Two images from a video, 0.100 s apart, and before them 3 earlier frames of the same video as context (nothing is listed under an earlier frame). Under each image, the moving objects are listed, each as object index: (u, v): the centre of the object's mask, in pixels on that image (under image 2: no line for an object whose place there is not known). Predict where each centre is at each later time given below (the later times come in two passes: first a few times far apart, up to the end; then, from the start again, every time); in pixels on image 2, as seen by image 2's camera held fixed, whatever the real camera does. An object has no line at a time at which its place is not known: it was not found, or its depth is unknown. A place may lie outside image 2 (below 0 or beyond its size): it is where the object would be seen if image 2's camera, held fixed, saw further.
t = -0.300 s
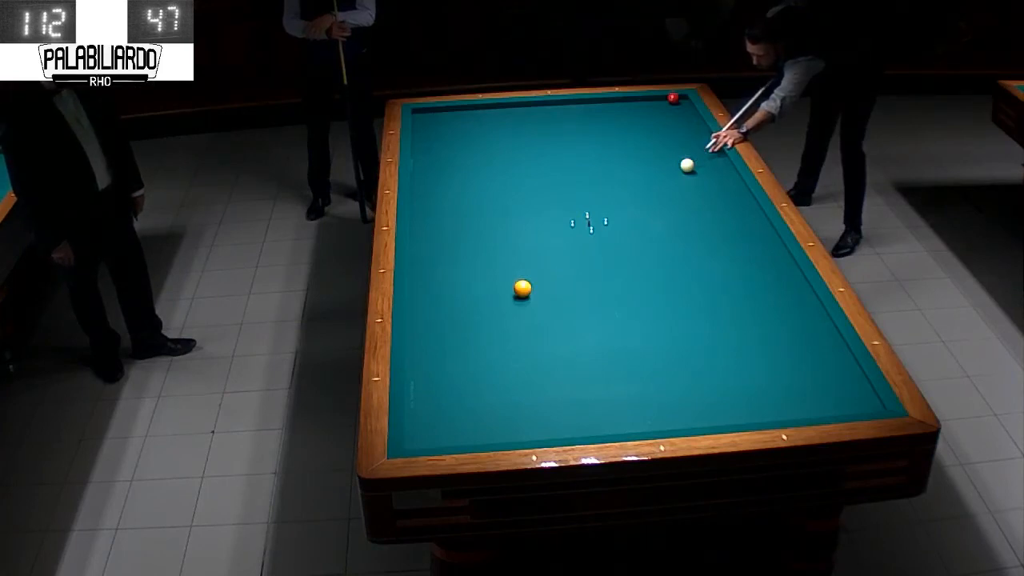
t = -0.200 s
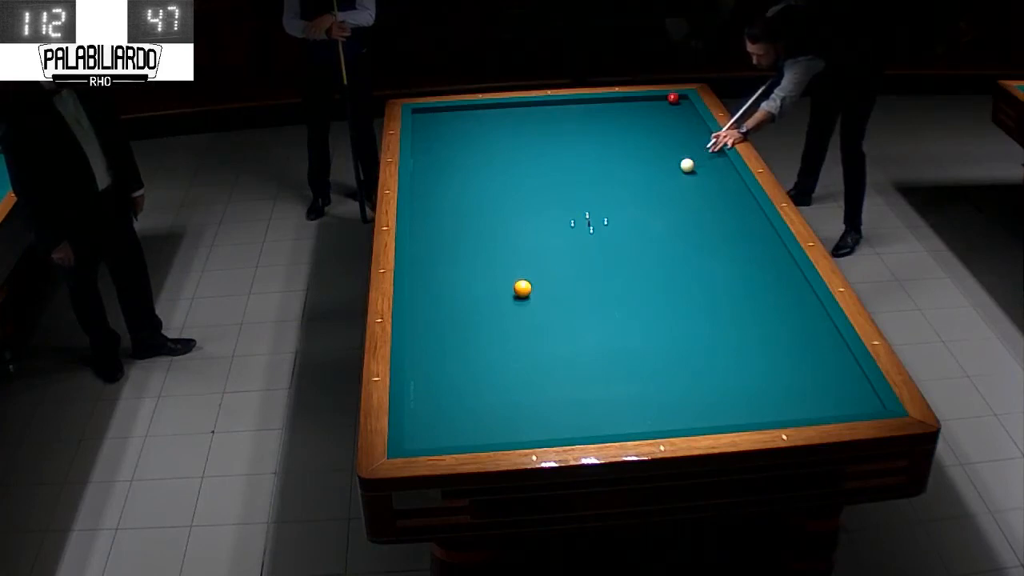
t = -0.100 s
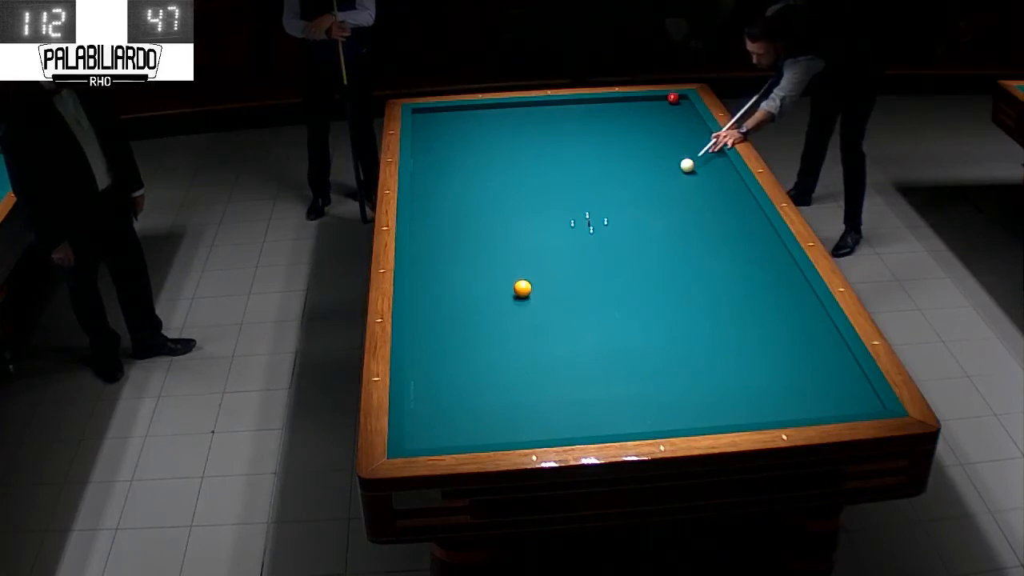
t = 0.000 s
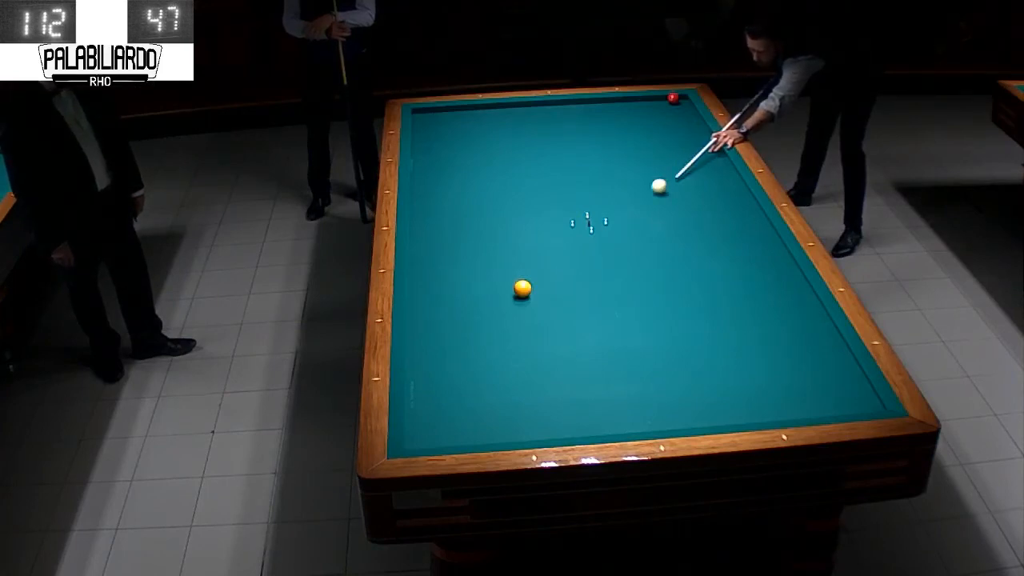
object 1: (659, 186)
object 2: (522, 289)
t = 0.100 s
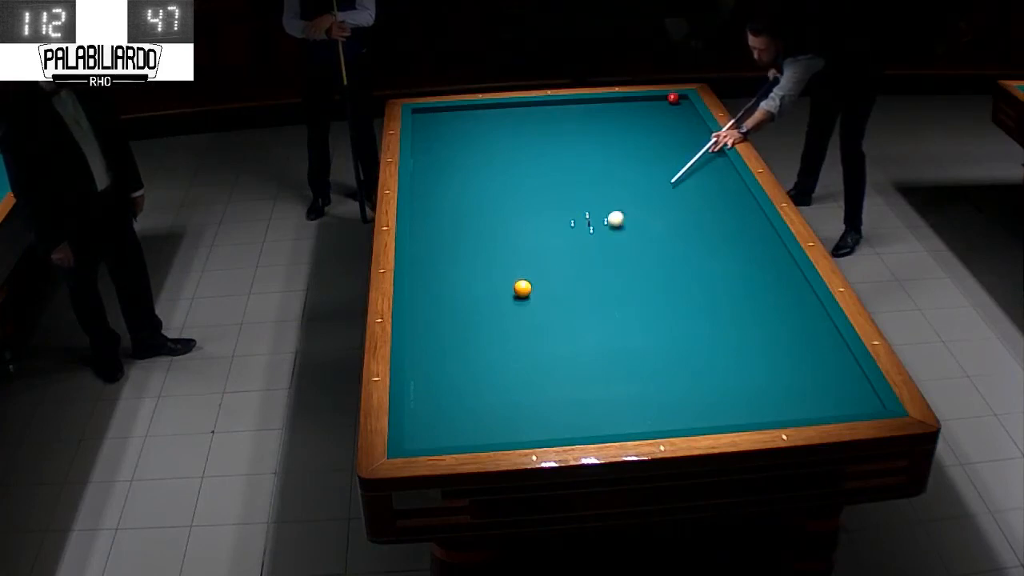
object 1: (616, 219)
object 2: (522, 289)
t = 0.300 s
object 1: (533, 282)
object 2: (506, 299)
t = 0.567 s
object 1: (537, 288)
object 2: (459, 383)
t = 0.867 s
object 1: (542, 294)
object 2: (579, 427)
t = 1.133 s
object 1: (545, 300)
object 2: (664, 385)
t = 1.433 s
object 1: (549, 305)
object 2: (748, 344)
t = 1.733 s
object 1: (552, 310)
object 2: (815, 308)
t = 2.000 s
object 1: (555, 315)
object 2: (752, 284)
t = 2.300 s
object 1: (557, 318)
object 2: (692, 258)
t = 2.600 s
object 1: (560, 322)
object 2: (637, 236)
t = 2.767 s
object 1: (561, 324)
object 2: (609, 224)
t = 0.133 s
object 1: (600, 231)
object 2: (522, 289)
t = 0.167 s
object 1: (584, 243)
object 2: (522, 289)
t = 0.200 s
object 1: (568, 255)
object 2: (522, 289)
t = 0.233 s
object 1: (552, 267)
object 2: (522, 289)
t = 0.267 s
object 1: (536, 279)
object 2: (522, 289)
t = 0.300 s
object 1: (533, 282)
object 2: (506, 299)
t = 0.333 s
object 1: (534, 283)
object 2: (488, 312)
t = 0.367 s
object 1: (534, 284)
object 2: (469, 324)
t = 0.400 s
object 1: (535, 285)
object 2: (450, 337)
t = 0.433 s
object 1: (535, 285)
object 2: (431, 350)
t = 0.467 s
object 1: (536, 286)
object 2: (414, 363)
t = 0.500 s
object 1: (536, 287)
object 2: (429, 370)
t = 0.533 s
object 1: (537, 287)
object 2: (444, 376)
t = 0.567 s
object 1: (537, 288)
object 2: (459, 383)
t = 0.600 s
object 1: (538, 289)
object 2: (474, 389)
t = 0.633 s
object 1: (538, 290)
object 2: (488, 396)
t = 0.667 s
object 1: (539, 290)
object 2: (501, 402)
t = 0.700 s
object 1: (539, 291)
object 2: (515, 409)
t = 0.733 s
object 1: (540, 292)
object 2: (527, 415)
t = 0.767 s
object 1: (540, 292)
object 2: (540, 422)
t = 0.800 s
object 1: (541, 293)
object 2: (554, 427)
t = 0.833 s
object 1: (541, 294)
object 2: (567, 430)
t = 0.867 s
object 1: (542, 294)
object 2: (579, 427)
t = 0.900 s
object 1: (542, 295)
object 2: (590, 421)
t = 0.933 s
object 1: (543, 296)
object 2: (601, 416)
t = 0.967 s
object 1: (543, 296)
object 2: (612, 410)
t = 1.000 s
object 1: (544, 297)
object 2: (623, 405)
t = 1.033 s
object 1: (544, 298)
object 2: (633, 400)
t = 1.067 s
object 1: (544, 298)
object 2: (644, 395)
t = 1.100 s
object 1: (545, 299)
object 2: (654, 390)
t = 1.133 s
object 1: (545, 300)
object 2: (664, 385)
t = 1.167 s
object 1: (546, 300)
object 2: (674, 380)
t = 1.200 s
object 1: (546, 301)
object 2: (684, 375)
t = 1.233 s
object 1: (547, 302)
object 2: (693, 371)
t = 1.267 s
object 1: (547, 302)
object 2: (703, 366)
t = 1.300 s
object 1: (547, 303)
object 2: (712, 361)
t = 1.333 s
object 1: (548, 303)
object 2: (721, 357)
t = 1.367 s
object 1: (548, 304)
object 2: (730, 353)
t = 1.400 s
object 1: (549, 305)
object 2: (739, 348)
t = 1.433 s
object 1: (549, 305)
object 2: (748, 344)
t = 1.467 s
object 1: (549, 306)
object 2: (757, 340)
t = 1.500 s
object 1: (550, 306)
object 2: (765, 336)
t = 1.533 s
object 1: (550, 307)
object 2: (773, 331)
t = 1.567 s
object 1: (550, 308)
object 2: (781, 327)
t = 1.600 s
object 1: (551, 308)
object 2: (789, 323)
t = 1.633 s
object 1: (551, 309)
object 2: (797, 320)
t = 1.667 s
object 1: (551, 309)
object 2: (804, 316)
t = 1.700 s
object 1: (552, 310)
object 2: (812, 312)
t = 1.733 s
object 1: (552, 310)
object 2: (815, 308)
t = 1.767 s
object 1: (552, 311)
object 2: (805, 305)
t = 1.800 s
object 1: (553, 311)
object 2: (796, 302)
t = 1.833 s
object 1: (553, 312)
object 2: (788, 299)
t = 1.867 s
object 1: (553, 312)
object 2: (780, 295)
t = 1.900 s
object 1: (554, 313)
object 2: (773, 293)
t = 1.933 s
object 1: (554, 313)
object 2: (766, 289)
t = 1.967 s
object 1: (554, 314)
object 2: (759, 286)
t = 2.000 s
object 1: (555, 315)
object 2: (752, 284)
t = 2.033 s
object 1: (555, 315)
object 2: (745, 280)
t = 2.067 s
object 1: (555, 315)
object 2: (738, 278)
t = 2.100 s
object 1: (555, 316)
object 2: (732, 275)
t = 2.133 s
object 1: (556, 316)
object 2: (725, 272)
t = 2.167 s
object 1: (556, 317)
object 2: (718, 269)
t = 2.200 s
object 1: (556, 317)
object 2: (712, 266)
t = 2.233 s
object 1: (557, 317)
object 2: (705, 264)
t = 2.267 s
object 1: (557, 318)
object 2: (699, 261)
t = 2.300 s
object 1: (557, 318)
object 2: (692, 258)
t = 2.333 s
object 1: (557, 319)
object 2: (686, 256)
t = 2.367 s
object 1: (558, 319)
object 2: (680, 253)
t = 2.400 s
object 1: (558, 320)
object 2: (674, 250)
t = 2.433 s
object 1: (558, 320)
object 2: (667, 248)
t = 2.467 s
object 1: (558, 320)
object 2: (661, 245)
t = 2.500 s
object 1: (559, 321)
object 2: (655, 243)
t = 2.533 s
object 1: (559, 321)
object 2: (649, 240)
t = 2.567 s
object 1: (559, 321)
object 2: (643, 238)
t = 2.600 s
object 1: (560, 322)
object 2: (637, 236)
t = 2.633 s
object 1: (560, 322)
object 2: (632, 233)
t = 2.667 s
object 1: (560, 323)
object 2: (626, 231)
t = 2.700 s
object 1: (560, 323)
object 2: (620, 229)
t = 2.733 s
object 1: (561, 323)
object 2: (615, 226)
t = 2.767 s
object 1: (561, 324)
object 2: (609, 224)
